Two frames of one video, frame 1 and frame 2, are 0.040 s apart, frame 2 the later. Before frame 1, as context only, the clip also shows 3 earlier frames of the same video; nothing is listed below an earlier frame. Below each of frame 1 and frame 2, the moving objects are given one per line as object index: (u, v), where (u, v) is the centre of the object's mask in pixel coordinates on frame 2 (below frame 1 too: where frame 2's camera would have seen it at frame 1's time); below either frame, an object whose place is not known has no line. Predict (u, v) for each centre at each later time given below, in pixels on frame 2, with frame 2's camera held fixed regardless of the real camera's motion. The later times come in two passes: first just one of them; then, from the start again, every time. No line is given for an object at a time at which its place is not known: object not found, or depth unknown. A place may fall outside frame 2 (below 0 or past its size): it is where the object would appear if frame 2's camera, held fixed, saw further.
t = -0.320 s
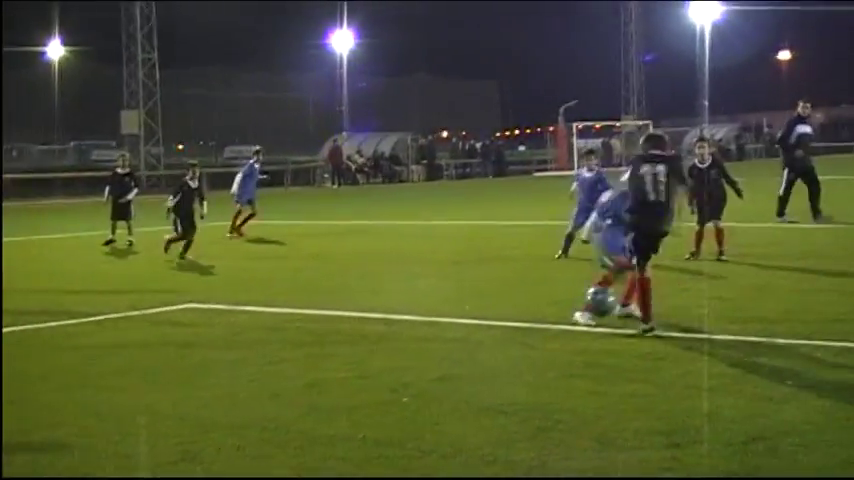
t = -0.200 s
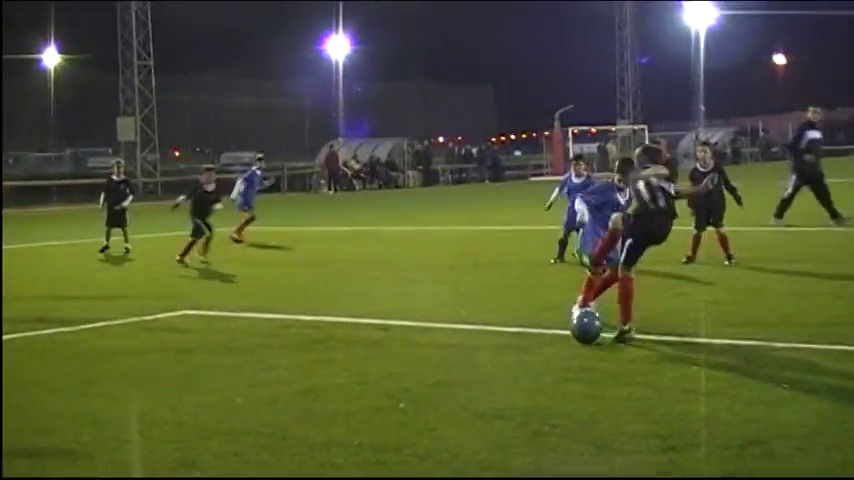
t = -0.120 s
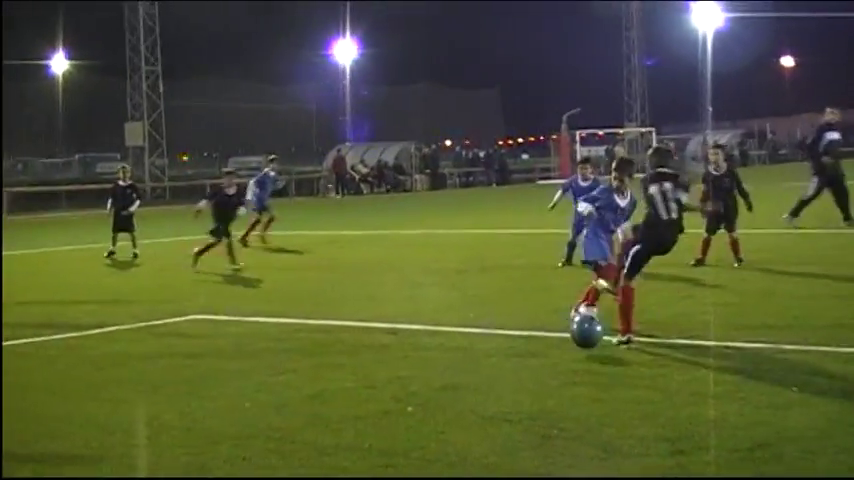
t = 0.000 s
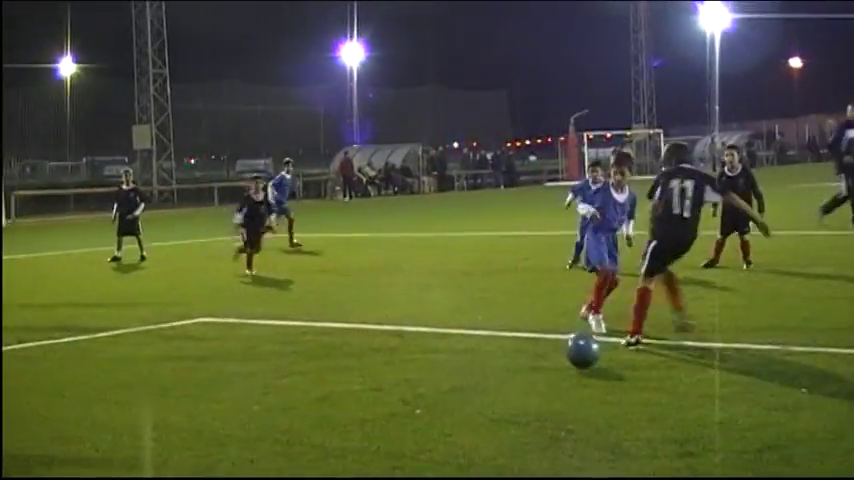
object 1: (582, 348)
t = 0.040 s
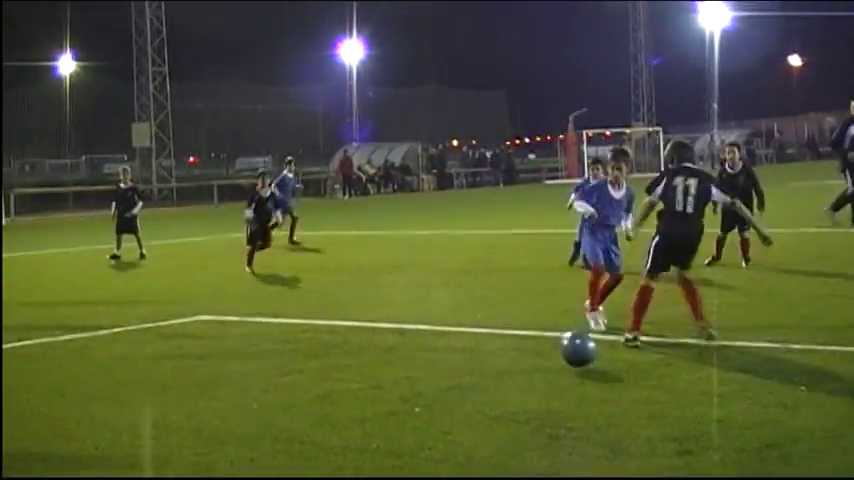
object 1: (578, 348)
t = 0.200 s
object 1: (563, 363)
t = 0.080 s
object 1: (574, 351)
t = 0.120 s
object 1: (571, 358)
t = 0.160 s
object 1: (567, 362)
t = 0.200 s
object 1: (563, 363)
